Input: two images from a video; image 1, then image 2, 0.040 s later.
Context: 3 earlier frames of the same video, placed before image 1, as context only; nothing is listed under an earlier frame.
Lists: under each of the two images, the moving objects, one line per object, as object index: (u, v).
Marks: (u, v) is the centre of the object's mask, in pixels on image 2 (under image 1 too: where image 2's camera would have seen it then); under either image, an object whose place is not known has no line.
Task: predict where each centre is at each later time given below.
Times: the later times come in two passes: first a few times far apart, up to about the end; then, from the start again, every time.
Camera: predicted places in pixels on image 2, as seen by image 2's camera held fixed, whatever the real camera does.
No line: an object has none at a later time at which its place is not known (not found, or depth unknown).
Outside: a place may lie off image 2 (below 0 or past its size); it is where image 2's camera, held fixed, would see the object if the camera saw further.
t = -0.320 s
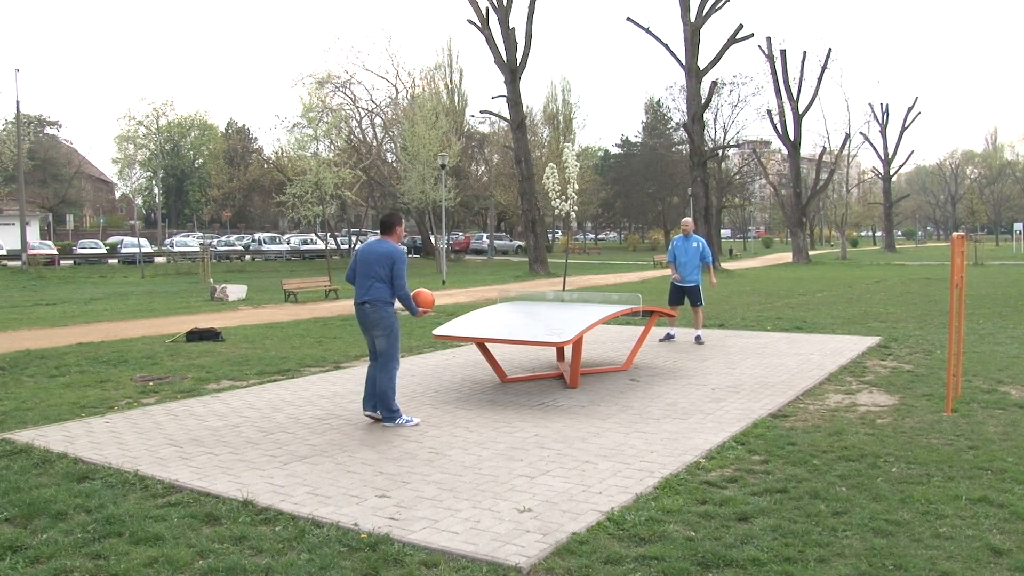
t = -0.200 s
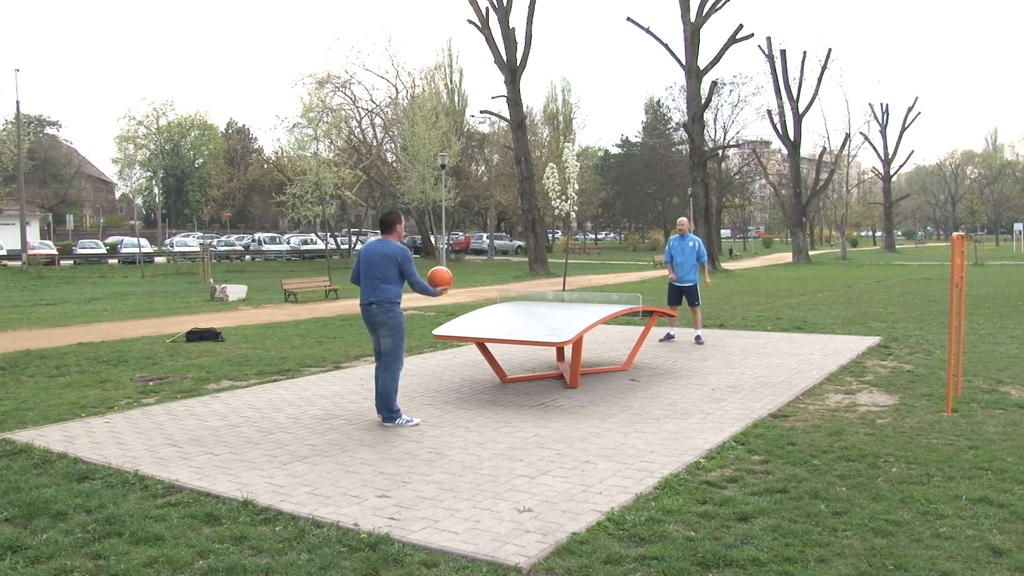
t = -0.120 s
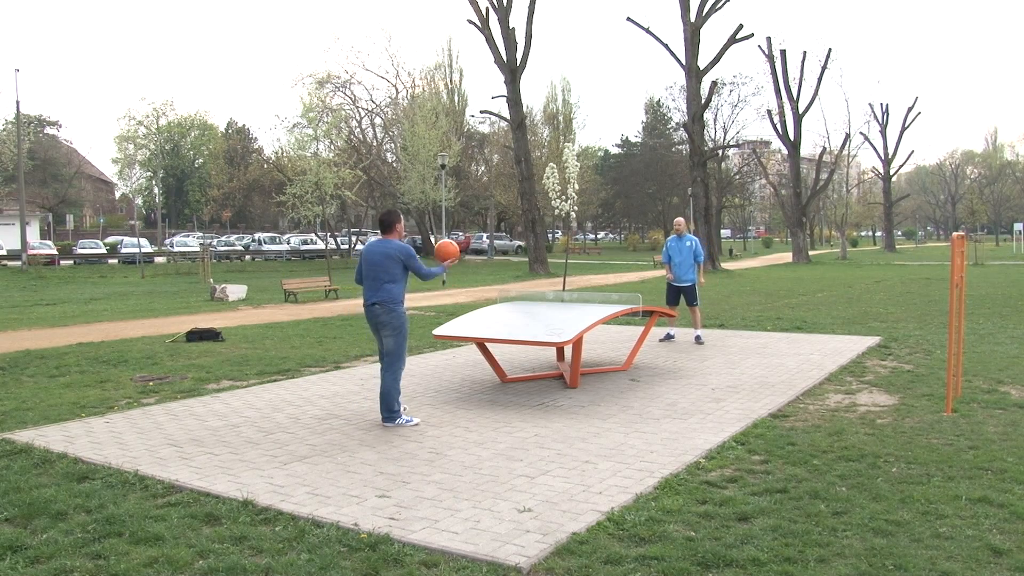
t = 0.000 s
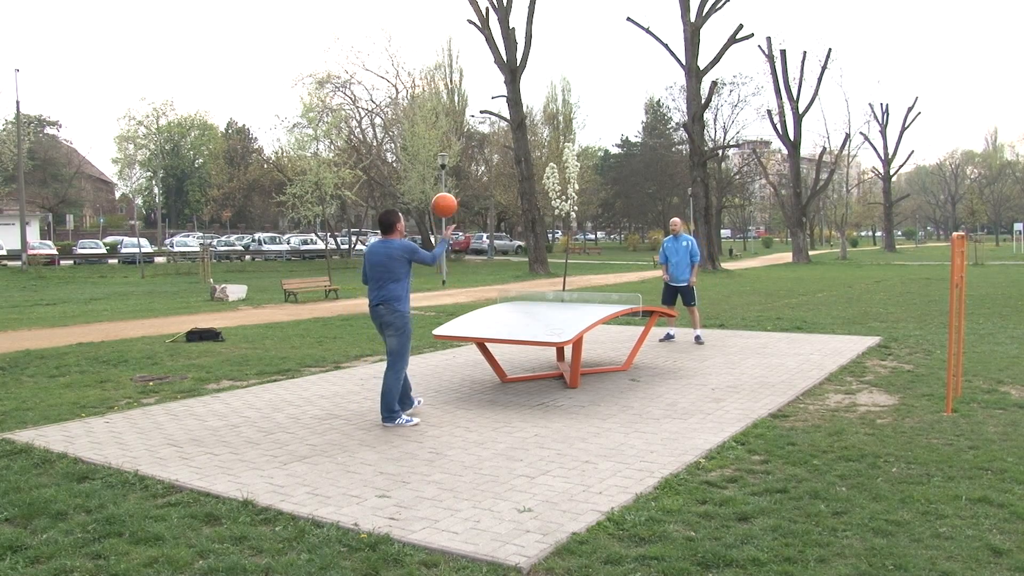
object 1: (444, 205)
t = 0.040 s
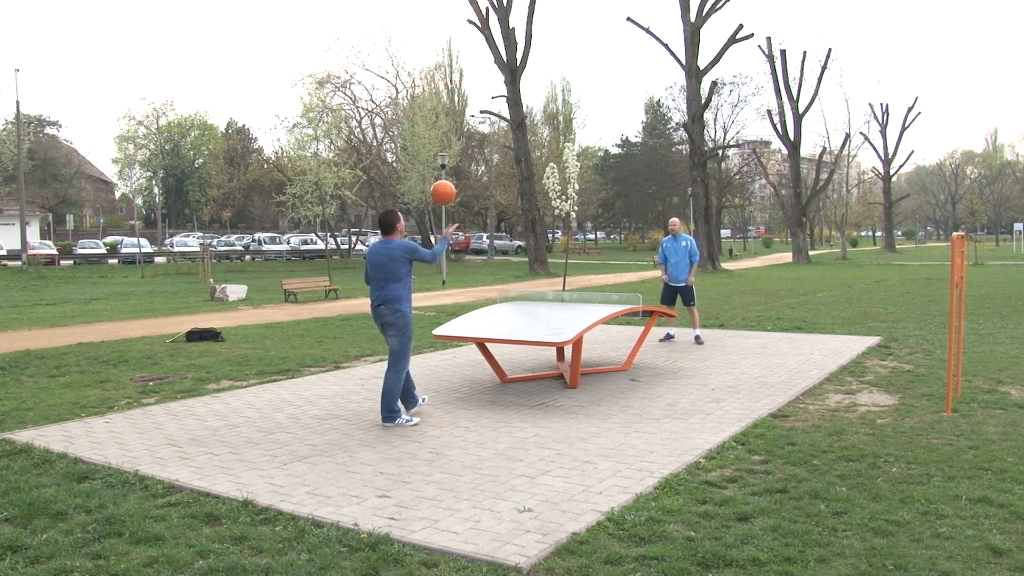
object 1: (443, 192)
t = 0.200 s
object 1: (438, 161)
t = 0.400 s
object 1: (431, 161)
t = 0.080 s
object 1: (442, 182)
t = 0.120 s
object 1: (440, 173)
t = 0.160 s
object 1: (439, 166)
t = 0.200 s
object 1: (438, 161)
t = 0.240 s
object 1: (437, 157)
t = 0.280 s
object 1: (435, 156)
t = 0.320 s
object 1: (434, 156)
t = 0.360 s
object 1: (433, 157)
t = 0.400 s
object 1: (431, 161)
